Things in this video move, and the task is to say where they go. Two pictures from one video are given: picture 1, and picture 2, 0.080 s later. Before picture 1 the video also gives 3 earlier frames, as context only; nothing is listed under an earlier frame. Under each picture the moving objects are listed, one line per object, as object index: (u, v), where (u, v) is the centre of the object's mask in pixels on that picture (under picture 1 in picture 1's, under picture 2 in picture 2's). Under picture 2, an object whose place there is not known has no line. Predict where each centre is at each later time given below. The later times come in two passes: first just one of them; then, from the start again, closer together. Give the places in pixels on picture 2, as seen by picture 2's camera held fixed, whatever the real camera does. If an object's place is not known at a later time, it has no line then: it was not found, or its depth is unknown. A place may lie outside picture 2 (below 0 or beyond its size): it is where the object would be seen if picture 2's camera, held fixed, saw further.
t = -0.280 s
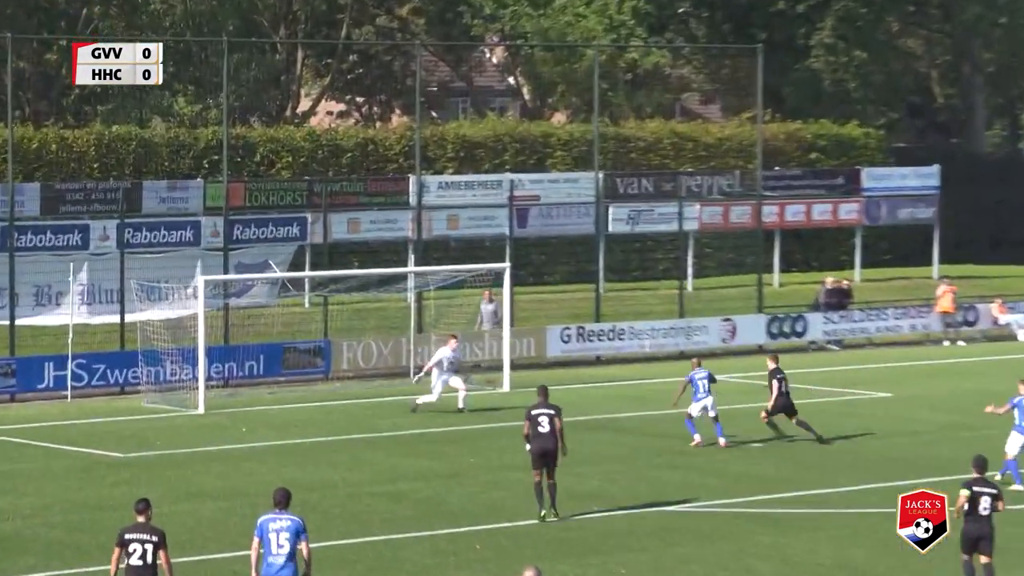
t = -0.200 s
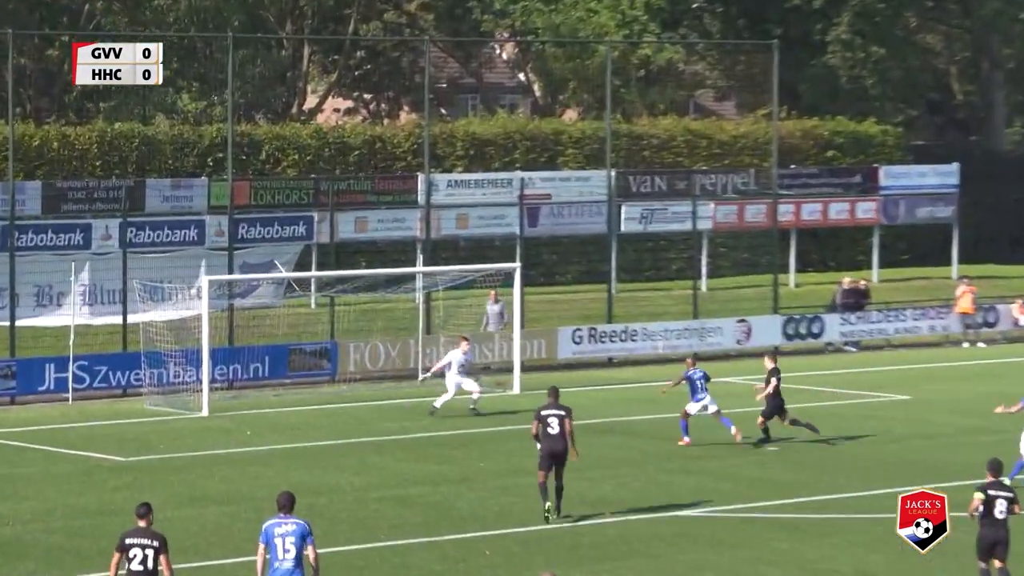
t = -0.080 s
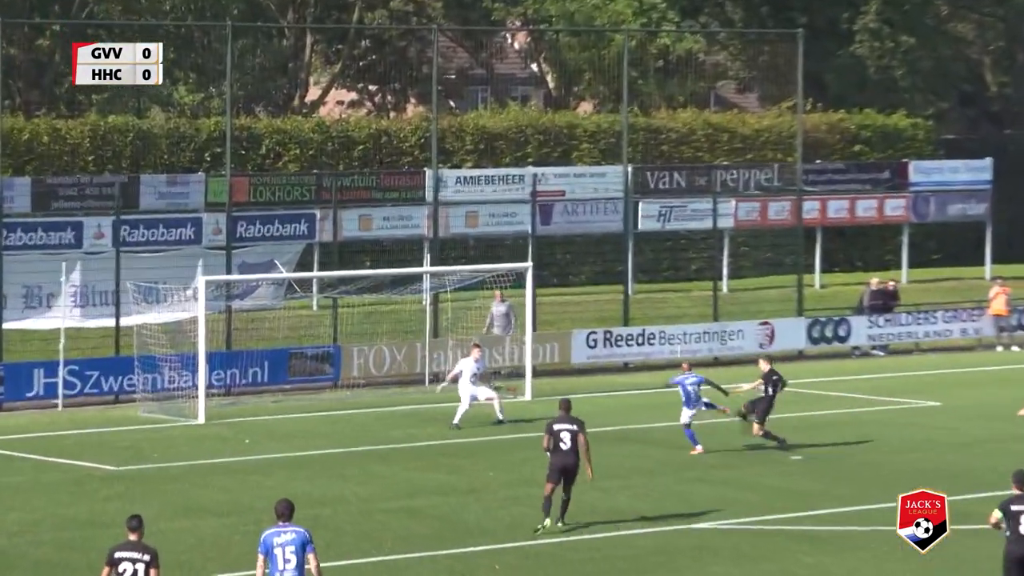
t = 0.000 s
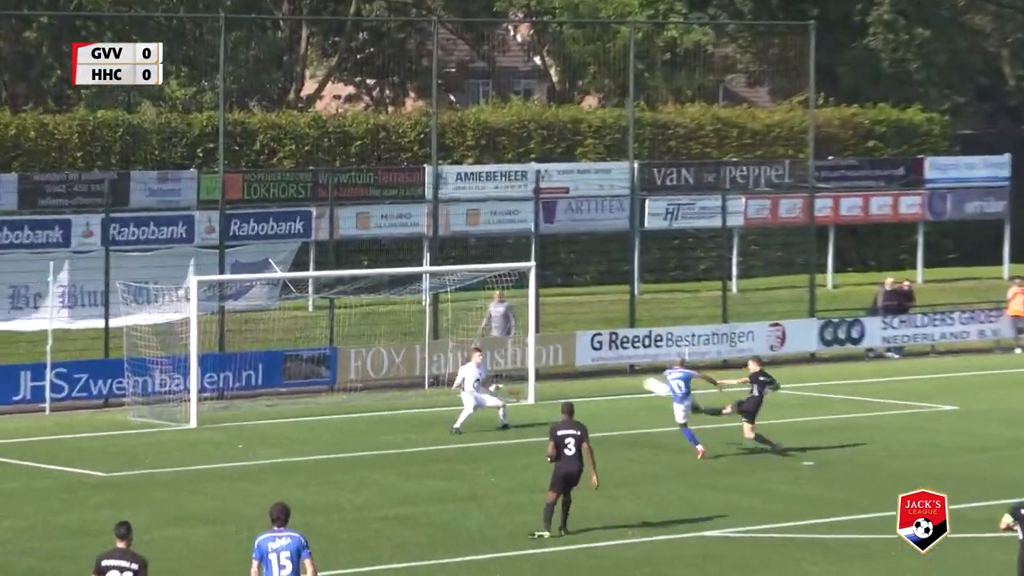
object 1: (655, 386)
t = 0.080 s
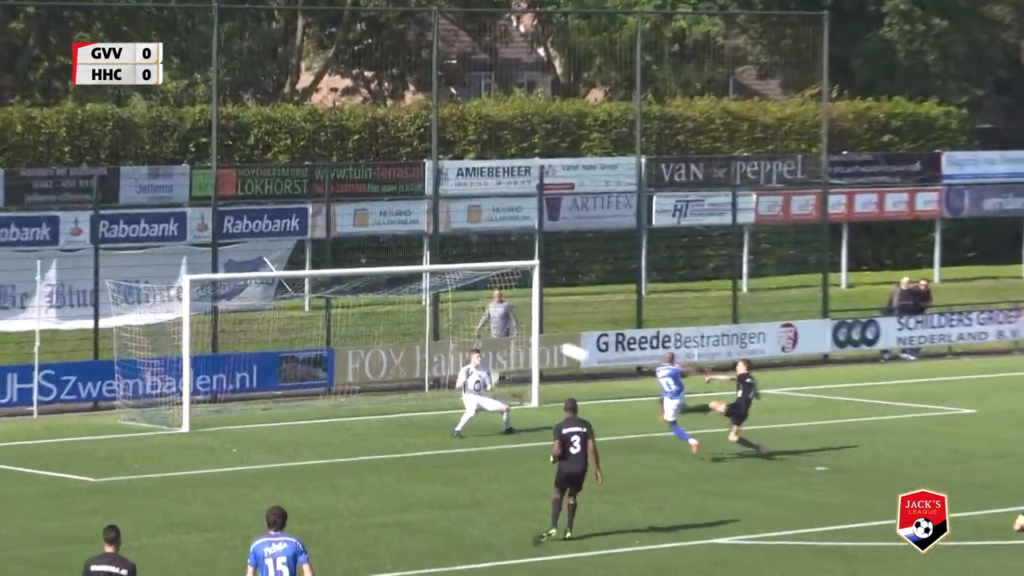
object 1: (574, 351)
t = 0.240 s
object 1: (408, 289)
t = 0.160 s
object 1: (489, 319)
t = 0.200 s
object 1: (448, 303)
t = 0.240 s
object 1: (408, 289)
